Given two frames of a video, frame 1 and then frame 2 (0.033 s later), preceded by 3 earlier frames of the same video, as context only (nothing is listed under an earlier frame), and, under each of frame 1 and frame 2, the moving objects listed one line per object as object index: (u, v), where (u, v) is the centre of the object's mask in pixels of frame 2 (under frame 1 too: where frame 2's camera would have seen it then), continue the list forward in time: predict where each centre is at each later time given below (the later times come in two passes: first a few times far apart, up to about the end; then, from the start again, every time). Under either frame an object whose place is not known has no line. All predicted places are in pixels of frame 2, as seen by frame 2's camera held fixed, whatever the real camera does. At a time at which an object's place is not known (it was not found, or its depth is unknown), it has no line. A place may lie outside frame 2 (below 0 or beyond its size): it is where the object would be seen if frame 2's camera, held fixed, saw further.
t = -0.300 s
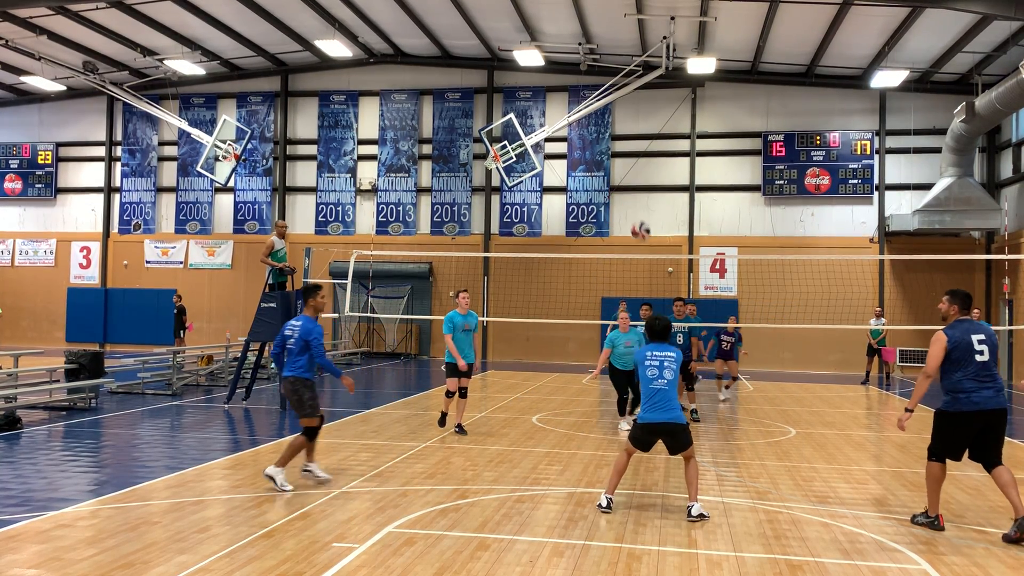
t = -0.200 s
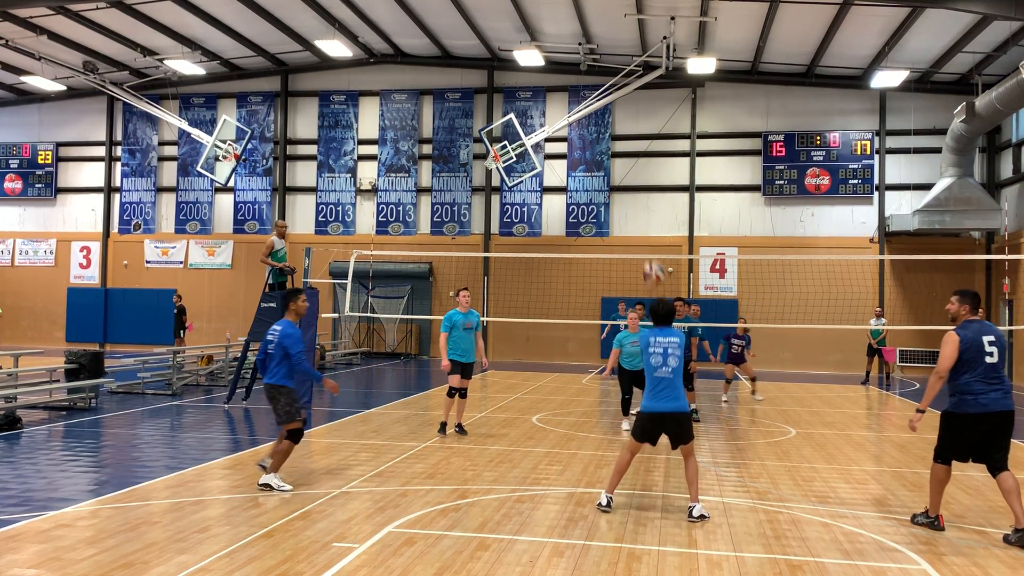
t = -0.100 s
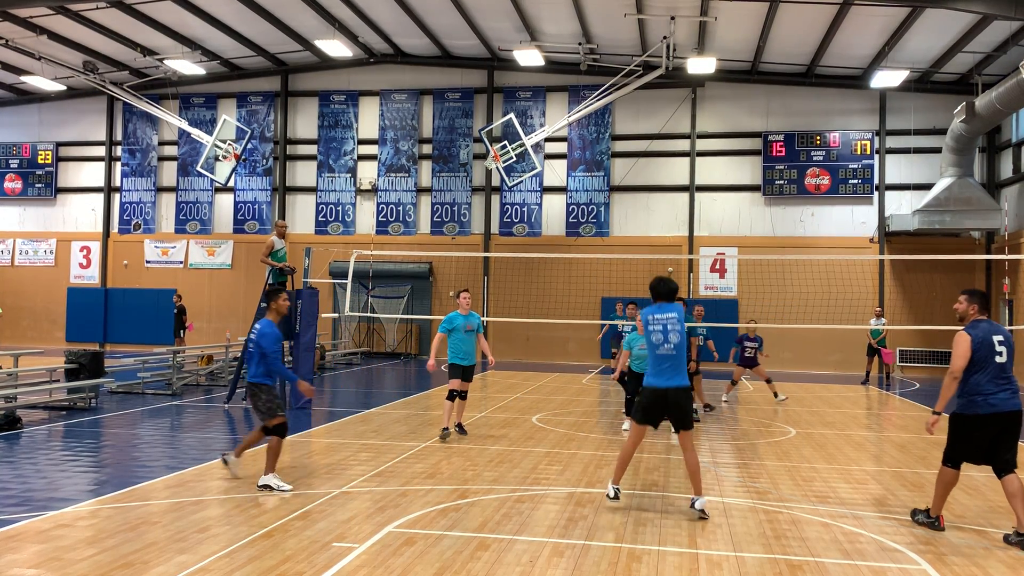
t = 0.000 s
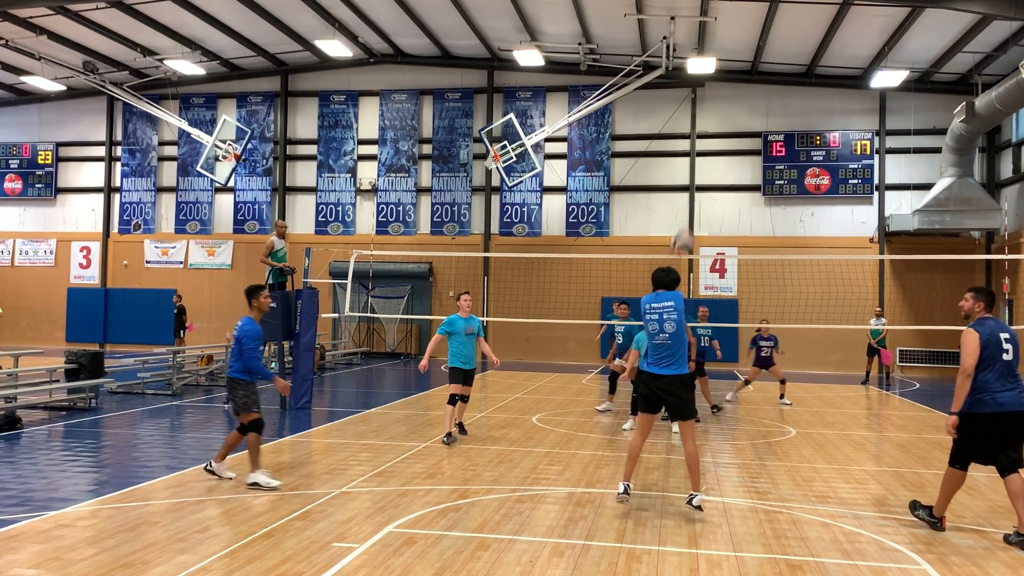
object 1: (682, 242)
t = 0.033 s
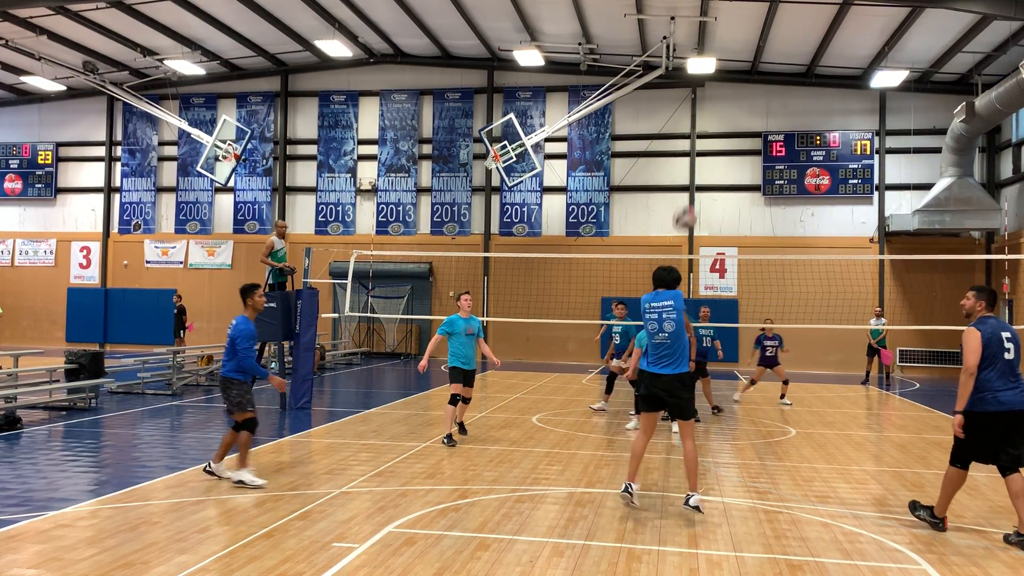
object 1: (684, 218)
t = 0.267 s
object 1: (705, 102)
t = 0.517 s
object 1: (721, 55)
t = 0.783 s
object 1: (734, 71)
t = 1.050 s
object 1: (742, 140)
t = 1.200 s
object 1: (747, 199)
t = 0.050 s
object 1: (687, 208)
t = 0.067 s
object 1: (688, 196)
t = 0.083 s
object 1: (689, 186)
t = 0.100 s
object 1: (691, 176)
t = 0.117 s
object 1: (692, 166)
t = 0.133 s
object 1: (694, 158)
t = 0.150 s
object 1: (695, 149)
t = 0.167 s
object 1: (697, 141)
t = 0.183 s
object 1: (698, 134)
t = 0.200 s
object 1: (701, 127)
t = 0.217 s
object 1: (702, 120)
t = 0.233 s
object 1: (703, 114)
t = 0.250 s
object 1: (704, 108)
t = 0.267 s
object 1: (705, 102)
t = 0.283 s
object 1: (707, 95)
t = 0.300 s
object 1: (707, 90)
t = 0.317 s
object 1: (709, 86)
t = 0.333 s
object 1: (710, 83)
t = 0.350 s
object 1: (711, 79)
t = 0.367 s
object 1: (713, 75)
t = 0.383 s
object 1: (714, 71)
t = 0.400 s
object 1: (715, 69)
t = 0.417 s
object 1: (716, 65)
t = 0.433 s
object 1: (717, 63)
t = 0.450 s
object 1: (718, 60)
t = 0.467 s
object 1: (719, 58)
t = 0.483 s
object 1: (720, 56)
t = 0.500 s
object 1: (720, 56)
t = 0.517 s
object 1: (721, 55)
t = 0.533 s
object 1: (722, 53)
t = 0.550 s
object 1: (723, 53)
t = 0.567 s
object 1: (724, 53)
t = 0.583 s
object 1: (725, 52)
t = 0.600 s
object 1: (725, 53)
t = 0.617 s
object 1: (726, 54)
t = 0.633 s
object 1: (727, 54)
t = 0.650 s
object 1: (728, 55)
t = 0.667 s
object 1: (728, 56)
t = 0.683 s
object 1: (729, 57)
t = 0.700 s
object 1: (729, 59)
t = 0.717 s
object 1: (731, 61)
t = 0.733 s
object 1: (731, 63)
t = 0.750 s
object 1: (732, 65)
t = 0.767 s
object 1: (733, 68)
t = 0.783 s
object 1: (734, 71)
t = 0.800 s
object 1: (734, 74)
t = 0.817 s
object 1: (735, 77)
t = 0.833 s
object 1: (736, 80)
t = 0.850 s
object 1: (736, 83)
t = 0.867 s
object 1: (737, 87)
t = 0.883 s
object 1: (737, 91)
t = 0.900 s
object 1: (738, 95)
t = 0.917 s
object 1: (738, 99)
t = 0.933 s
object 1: (739, 104)
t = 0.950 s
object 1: (740, 108)
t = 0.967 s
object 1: (740, 114)
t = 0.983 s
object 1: (741, 119)
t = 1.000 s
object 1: (741, 125)
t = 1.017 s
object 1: (742, 131)
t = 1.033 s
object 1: (742, 134)
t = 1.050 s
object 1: (742, 140)
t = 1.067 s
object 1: (743, 146)
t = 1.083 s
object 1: (743, 153)
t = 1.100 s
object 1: (744, 158)
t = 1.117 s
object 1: (744, 165)
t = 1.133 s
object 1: (745, 171)
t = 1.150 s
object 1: (745, 179)
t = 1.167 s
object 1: (746, 185)
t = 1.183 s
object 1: (746, 191)
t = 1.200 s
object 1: (747, 199)
